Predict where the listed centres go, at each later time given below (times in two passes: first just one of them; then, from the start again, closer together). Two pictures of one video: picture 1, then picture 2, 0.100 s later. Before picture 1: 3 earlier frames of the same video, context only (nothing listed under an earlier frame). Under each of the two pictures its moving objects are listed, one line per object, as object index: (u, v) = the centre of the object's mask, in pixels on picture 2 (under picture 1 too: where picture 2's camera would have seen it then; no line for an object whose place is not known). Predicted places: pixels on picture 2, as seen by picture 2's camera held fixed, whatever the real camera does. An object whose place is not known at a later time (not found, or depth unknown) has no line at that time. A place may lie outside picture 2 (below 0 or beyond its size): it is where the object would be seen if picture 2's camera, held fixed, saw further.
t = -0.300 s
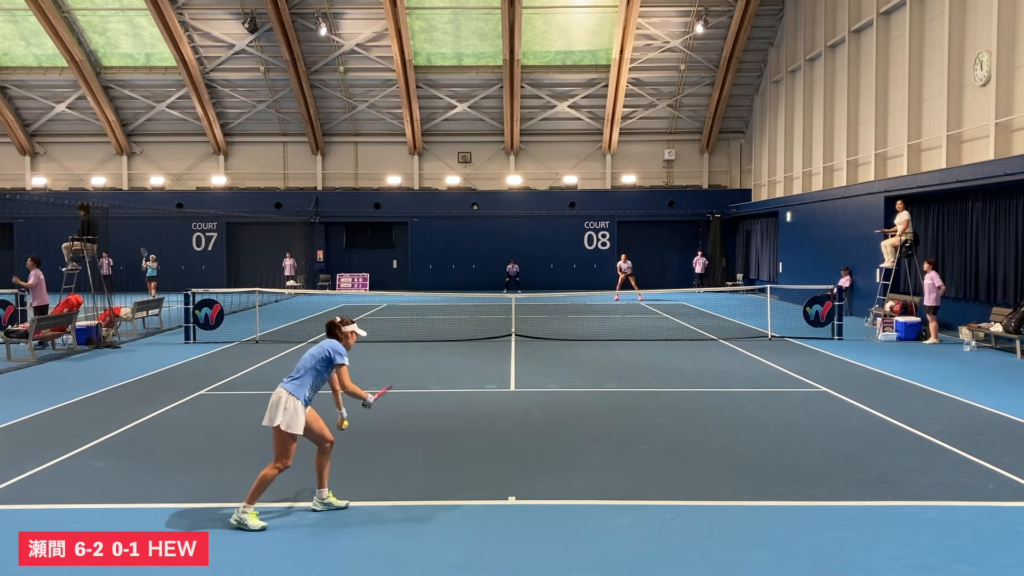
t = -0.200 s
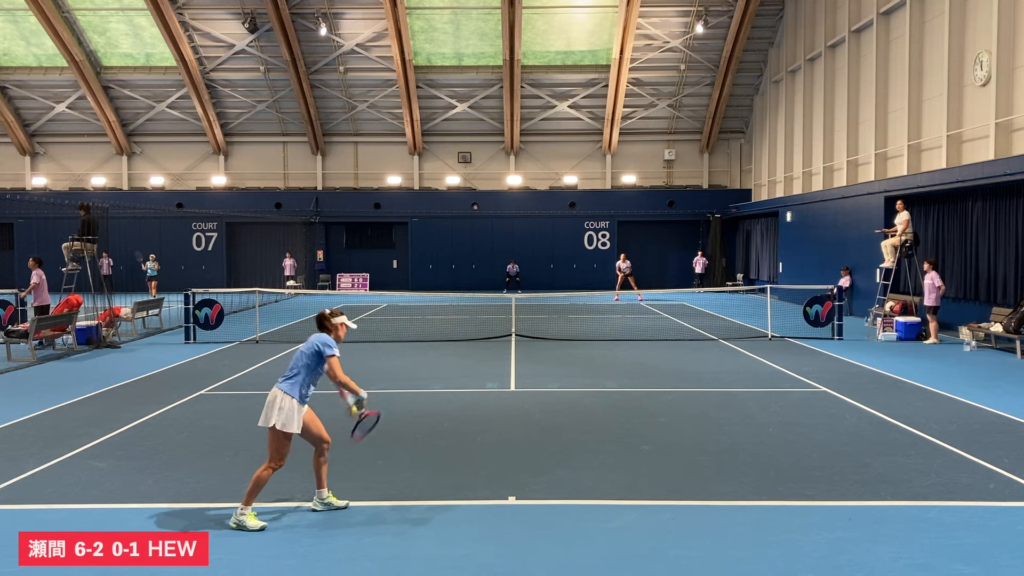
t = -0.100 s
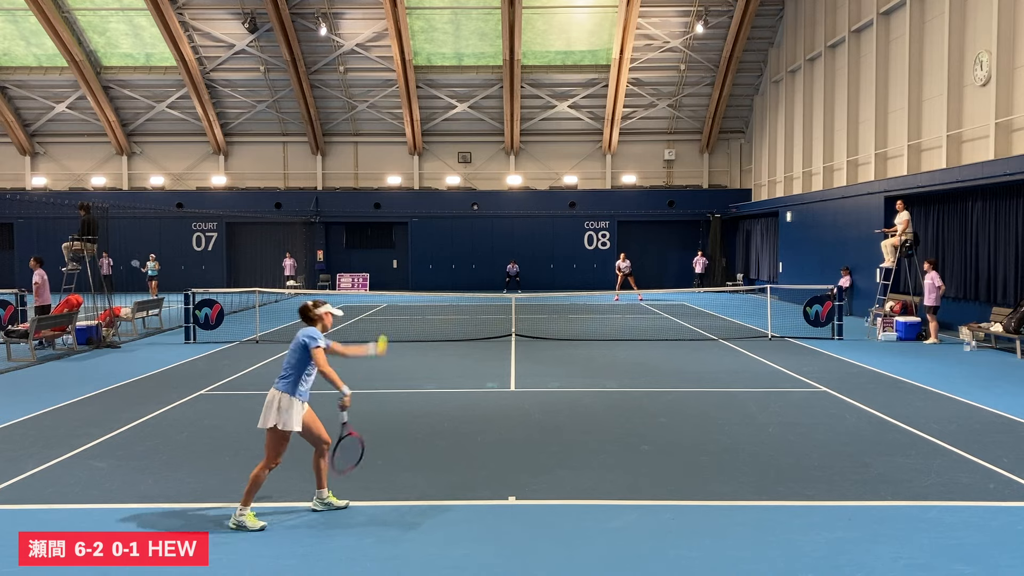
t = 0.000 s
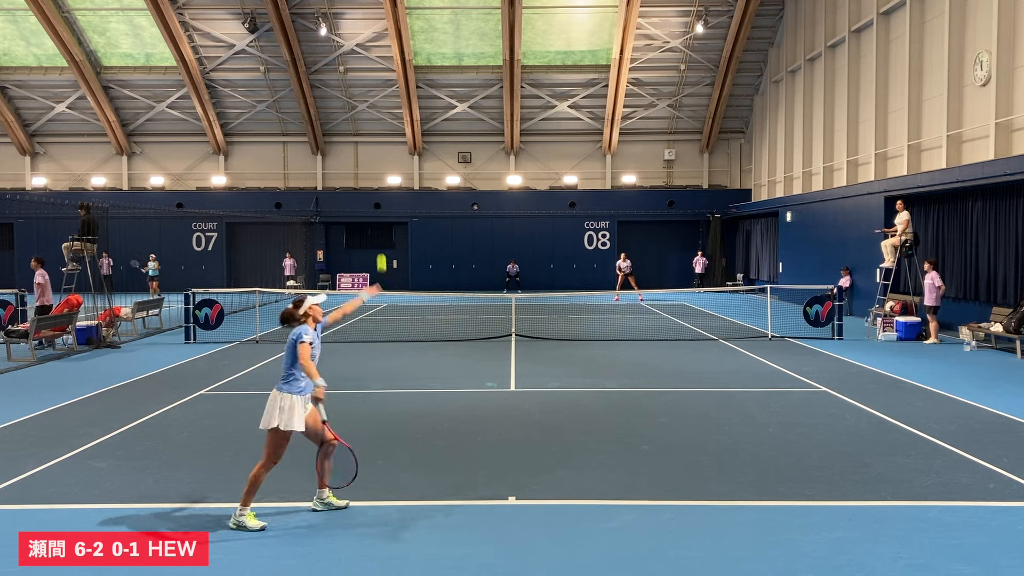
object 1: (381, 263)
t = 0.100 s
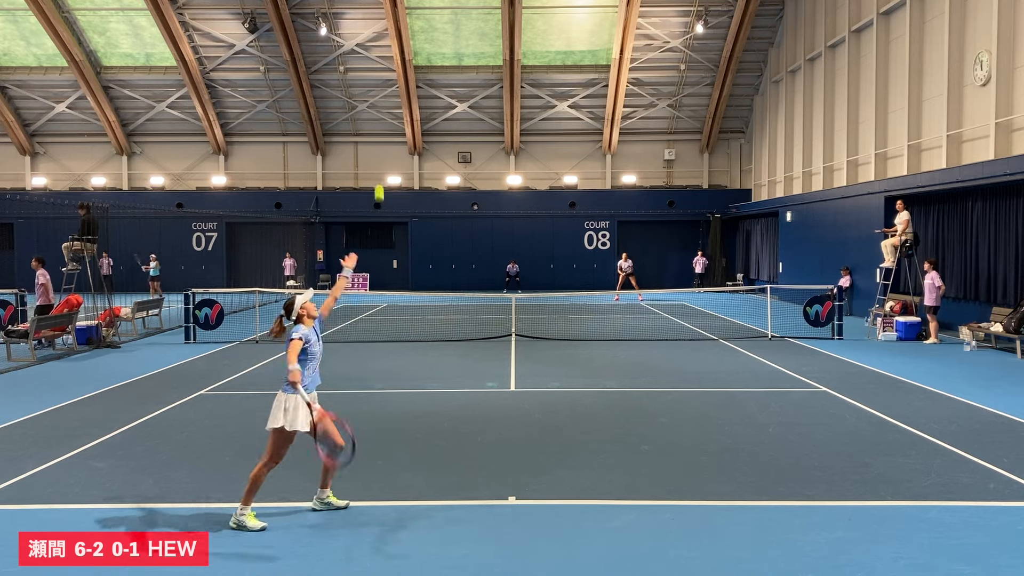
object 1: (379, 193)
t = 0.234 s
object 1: (376, 120)
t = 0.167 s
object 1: (378, 153)
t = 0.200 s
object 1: (377, 135)
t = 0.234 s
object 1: (376, 120)
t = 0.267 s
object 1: (376, 105)
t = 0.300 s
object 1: (375, 91)
